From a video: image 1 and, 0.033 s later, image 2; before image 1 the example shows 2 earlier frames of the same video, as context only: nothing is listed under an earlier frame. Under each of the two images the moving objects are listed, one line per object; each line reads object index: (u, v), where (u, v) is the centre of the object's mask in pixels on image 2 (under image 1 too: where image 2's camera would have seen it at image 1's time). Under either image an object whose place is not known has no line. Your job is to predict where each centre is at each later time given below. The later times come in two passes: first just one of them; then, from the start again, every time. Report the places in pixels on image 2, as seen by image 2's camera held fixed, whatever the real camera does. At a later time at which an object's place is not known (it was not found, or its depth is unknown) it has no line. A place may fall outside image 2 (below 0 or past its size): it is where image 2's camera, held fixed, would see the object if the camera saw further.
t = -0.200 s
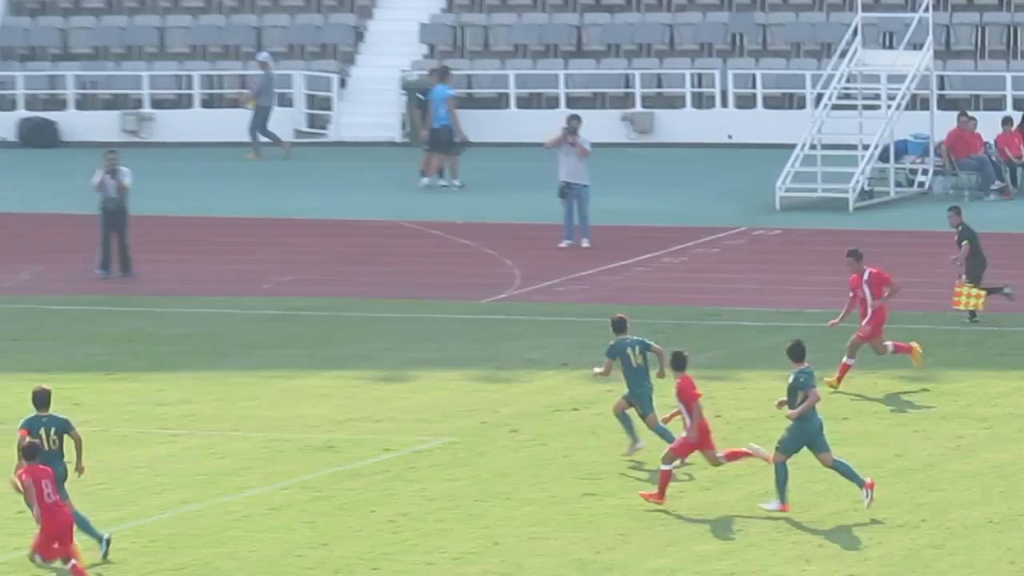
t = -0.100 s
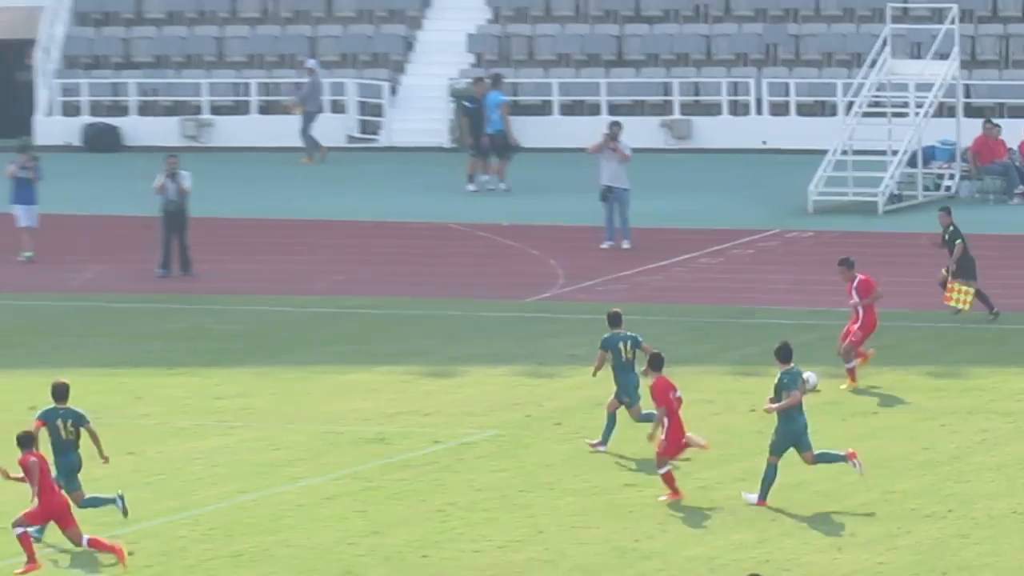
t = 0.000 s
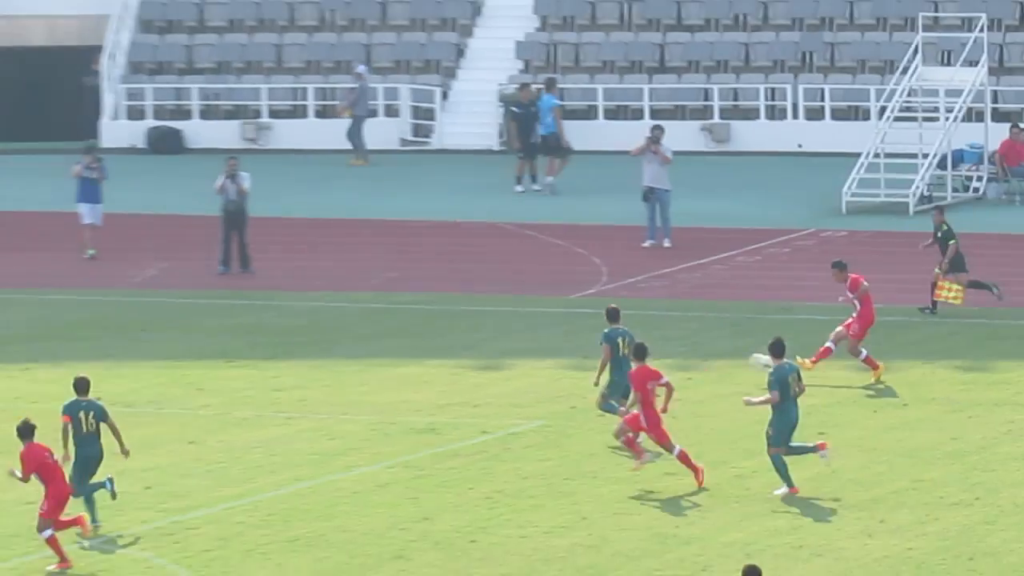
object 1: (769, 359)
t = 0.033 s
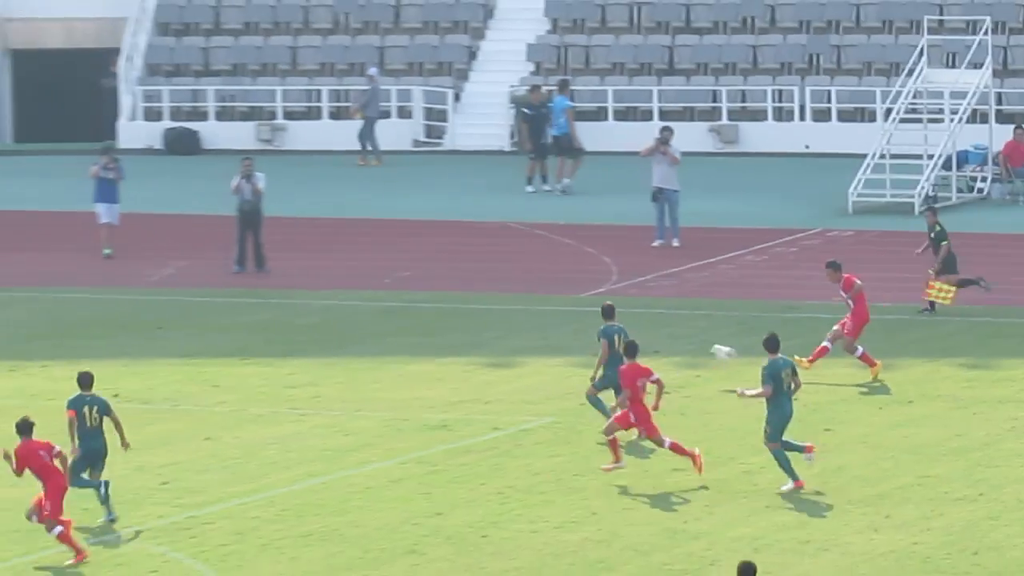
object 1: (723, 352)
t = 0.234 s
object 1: (450, 326)
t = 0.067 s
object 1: (674, 347)
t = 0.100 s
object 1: (630, 341)
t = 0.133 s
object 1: (590, 336)
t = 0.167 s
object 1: (536, 332)
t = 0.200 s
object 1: (494, 329)
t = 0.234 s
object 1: (450, 326)
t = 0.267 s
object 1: (406, 324)
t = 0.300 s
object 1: (362, 322)
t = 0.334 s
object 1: (317, 321)
